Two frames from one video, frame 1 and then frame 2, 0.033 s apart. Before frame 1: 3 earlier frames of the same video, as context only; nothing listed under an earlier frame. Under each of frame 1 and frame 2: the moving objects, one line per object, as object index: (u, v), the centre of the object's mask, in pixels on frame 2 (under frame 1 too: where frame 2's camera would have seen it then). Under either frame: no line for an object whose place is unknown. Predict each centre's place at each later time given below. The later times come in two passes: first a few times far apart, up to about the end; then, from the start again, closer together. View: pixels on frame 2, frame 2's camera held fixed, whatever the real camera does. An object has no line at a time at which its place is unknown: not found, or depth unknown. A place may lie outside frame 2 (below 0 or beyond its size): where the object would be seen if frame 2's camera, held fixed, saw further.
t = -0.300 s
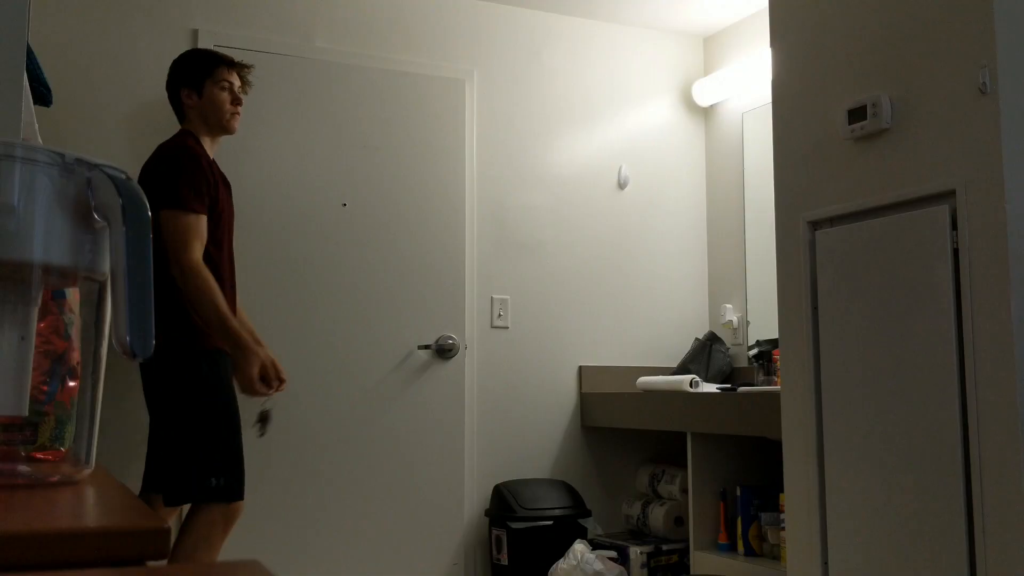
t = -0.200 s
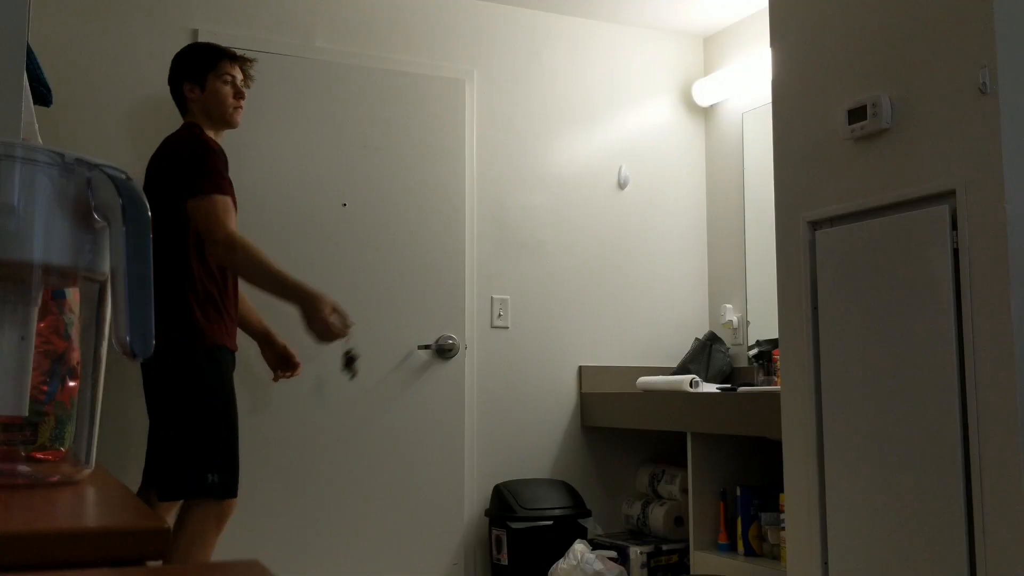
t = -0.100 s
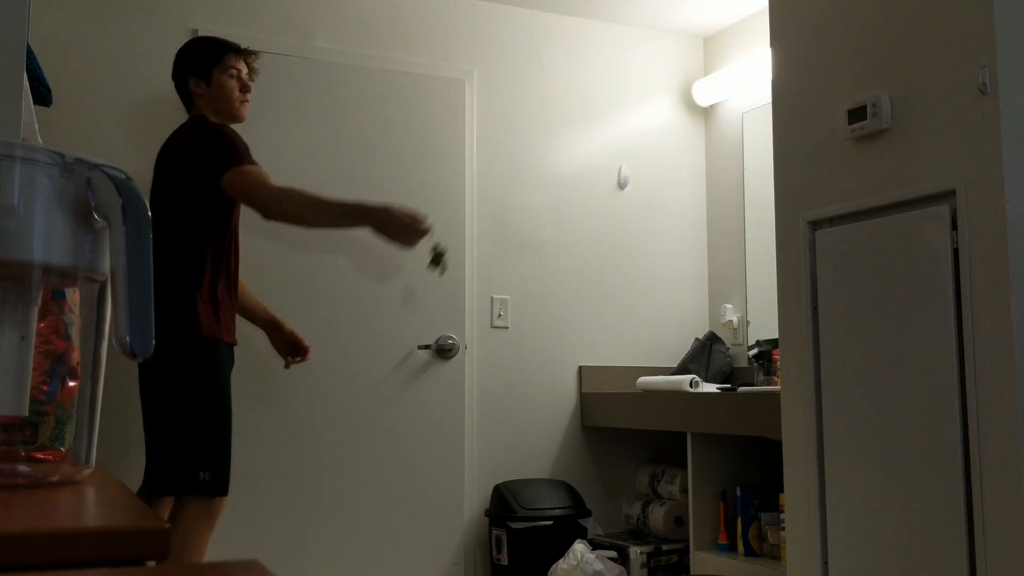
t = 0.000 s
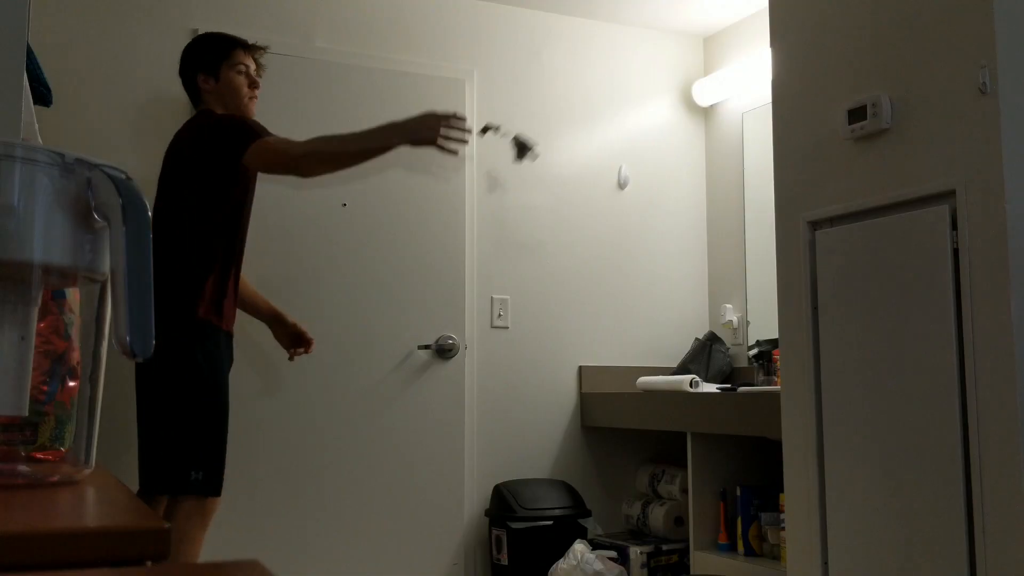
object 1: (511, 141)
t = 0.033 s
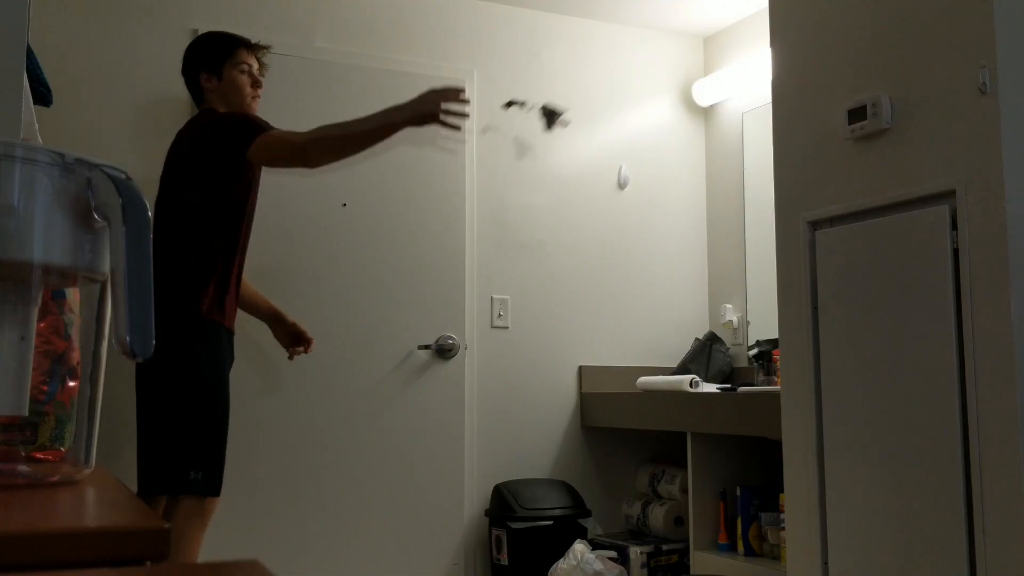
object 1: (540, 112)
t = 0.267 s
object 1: (753, 14)
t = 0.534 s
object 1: (979, 87)
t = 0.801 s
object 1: (972, 103)
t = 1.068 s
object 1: (982, 108)
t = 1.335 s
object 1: (978, 108)
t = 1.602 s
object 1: (983, 110)
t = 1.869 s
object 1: (979, 110)
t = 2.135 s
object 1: (982, 111)
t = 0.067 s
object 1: (570, 86)
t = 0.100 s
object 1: (599, 64)
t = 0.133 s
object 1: (623, 51)
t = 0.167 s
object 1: (651, 35)
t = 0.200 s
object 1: (684, 23)
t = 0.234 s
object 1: (715, 17)
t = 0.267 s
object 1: (753, 14)
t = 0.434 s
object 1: (949, 51)
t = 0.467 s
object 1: (969, 65)
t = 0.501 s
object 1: (972, 81)
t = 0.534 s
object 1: (979, 87)
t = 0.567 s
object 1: (977, 99)
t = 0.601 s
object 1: (981, 112)
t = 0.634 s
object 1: (980, 114)
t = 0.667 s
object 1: (976, 114)
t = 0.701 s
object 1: (973, 99)
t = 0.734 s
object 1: (973, 98)
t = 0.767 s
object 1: (972, 99)
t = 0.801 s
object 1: (972, 103)
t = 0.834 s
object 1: (975, 114)
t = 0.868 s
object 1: (980, 110)
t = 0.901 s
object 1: (982, 108)
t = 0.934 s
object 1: (982, 109)
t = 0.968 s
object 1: (982, 108)
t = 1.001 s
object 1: (983, 108)
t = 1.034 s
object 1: (982, 108)
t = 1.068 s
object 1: (982, 108)
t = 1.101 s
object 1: (983, 109)
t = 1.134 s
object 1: (981, 109)
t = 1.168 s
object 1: (981, 109)
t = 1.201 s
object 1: (979, 108)
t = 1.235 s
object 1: (979, 108)
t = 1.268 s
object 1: (978, 108)
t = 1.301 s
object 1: (978, 108)
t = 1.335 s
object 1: (978, 108)
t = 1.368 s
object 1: (979, 108)
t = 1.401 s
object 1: (979, 108)
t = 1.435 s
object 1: (980, 109)
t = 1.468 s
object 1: (980, 109)
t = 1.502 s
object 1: (981, 109)
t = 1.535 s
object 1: (982, 110)
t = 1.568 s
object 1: (982, 110)
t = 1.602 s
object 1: (983, 110)
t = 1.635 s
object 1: (983, 110)
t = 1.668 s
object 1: (983, 110)
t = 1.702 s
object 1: (982, 110)
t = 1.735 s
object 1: (982, 110)
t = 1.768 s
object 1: (981, 110)
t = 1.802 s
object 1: (980, 110)
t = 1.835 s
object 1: (980, 110)
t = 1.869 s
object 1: (979, 110)
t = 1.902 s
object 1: (980, 110)
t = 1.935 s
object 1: (980, 111)
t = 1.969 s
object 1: (980, 111)
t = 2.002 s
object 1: (980, 111)
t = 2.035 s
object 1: (981, 111)
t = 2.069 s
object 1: (981, 110)
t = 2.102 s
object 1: (982, 111)
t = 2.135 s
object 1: (982, 111)
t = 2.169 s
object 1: (982, 111)
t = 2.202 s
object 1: (982, 111)
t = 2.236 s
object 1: (982, 112)
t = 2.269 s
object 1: (982, 112)
